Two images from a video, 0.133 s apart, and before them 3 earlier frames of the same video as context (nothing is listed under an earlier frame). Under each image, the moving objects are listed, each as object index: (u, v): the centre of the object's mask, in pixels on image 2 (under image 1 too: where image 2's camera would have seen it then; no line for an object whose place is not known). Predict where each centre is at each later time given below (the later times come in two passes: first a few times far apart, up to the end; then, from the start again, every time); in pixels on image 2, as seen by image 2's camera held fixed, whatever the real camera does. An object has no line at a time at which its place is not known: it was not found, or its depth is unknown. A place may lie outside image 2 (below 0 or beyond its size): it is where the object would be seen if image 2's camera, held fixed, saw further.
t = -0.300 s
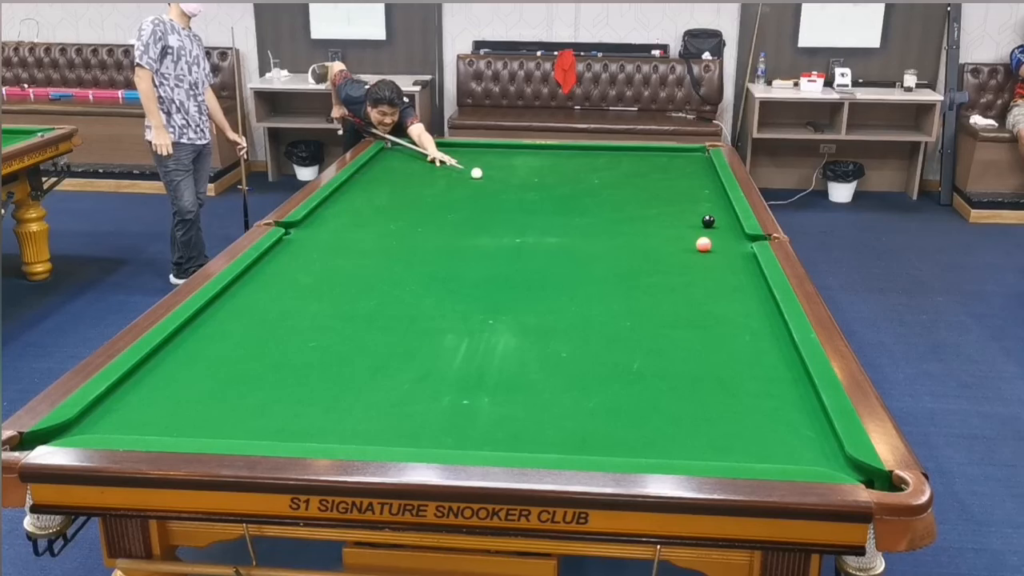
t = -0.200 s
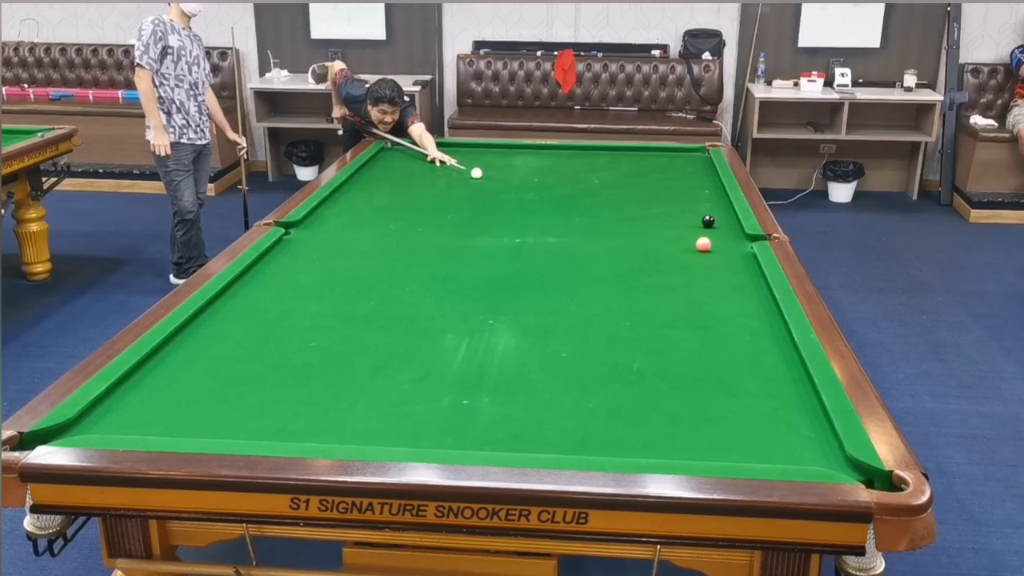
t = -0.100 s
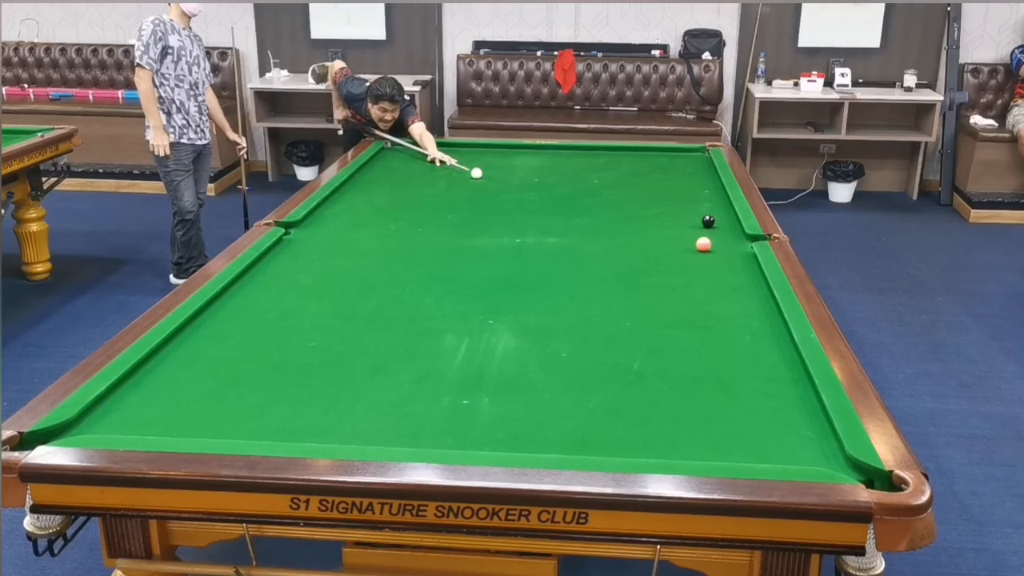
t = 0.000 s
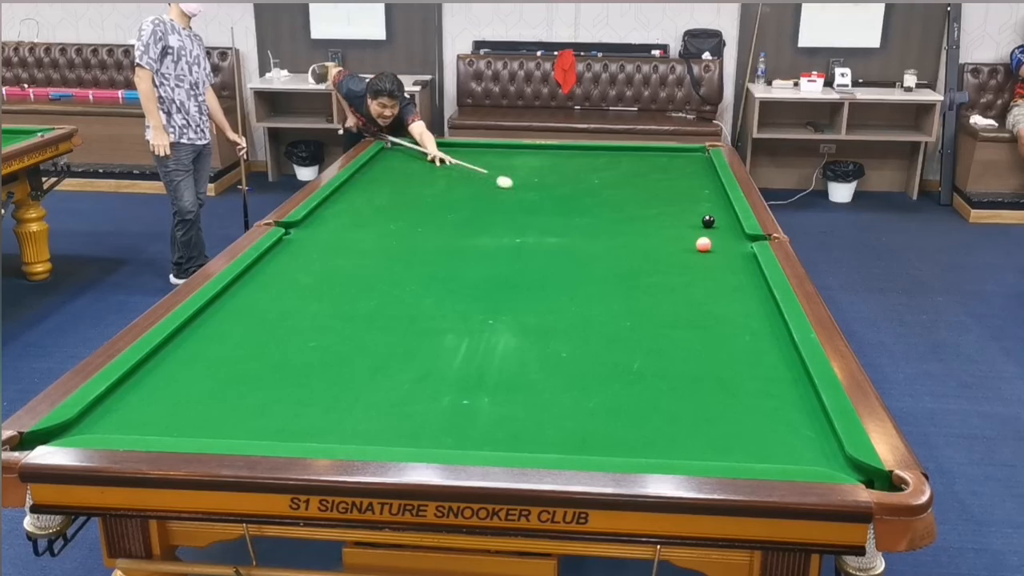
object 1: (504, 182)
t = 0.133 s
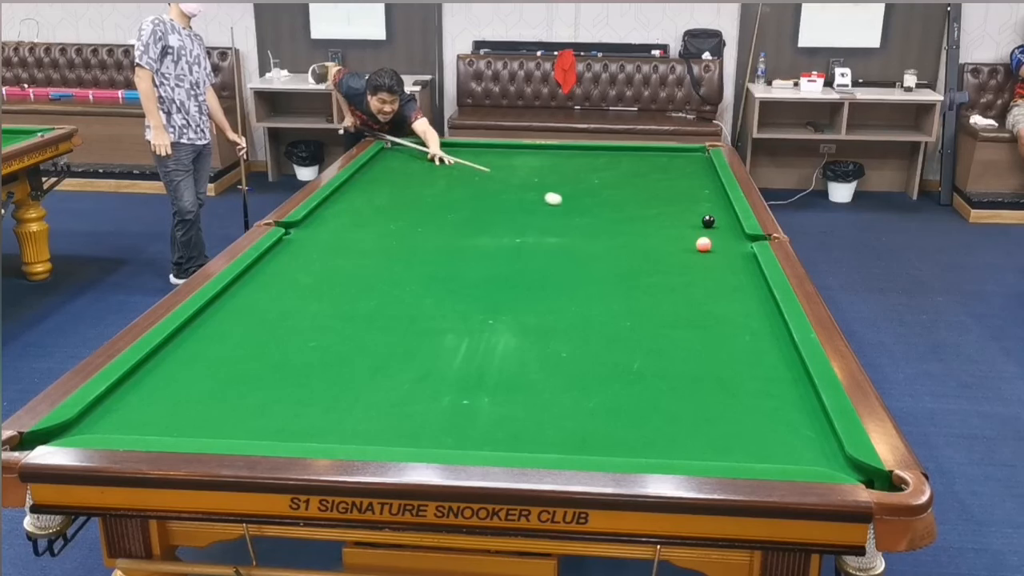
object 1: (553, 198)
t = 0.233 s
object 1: (590, 211)
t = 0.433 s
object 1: (674, 239)
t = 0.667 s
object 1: (746, 281)
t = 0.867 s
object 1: (749, 318)
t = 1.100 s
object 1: (726, 367)
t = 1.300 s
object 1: (702, 421)
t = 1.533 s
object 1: (653, 430)
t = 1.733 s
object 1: (606, 388)
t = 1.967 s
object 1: (561, 348)
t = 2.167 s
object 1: (529, 319)
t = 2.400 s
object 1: (498, 291)
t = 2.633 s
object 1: (471, 267)
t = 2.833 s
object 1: (451, 249)
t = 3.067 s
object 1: (430, 231)
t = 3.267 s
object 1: (414, 218)
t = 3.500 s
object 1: (398, 203)
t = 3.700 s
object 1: (385, 192)
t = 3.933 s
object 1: (372, 181)
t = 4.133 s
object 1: (361, 172)
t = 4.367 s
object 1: (377, 166)
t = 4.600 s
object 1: (395, 160)
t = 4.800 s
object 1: (409, 155)
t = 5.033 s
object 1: (424, 150)
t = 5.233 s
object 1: (437, 146)
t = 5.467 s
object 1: (447, 145)
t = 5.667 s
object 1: (453, 148)
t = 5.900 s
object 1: (460, 152)
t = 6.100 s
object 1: (465, 155)
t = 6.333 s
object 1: (471, 158)
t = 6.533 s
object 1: (477, 161)
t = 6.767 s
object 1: (483, 164)
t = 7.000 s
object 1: (489, 167)
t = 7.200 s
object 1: (494, 170)
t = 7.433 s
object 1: (499, 172)
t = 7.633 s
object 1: (504, 175)
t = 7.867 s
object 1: (509, 177)
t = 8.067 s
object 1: (512, 179)
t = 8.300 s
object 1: (516, 181)
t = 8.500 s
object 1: (519, 183)
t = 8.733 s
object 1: (523, 185)
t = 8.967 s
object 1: (526, 187)
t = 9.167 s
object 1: (528, 188)
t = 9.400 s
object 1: (530, 189)
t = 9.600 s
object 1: (532, 190)
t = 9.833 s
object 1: (534, 191)
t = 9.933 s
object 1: (534, 191)
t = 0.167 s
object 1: (565, 203)
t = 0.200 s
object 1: (577, 207)
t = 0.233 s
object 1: (590, 211)
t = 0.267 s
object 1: (603, 215)
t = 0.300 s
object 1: (616, 220)
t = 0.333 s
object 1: (630, 224)
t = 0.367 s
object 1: (644, 229)
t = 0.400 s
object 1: (659, 234)
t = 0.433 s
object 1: (674, 239)
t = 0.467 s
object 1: (689, 244)
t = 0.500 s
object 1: (697, 250)
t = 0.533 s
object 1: (705, 256)
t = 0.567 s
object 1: (714, 262)
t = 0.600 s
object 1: (725, 268)
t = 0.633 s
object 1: (735, 275)
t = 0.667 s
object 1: (746, 281)
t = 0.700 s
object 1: (758, 288)
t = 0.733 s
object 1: (764, 295)
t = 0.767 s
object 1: (760, 301)
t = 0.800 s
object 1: (755, 306)
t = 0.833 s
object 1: (752, 312)
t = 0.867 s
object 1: (749, 318)
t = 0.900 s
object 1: (746, 325)
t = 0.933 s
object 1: (743, 331)
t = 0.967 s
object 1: (740, 338)
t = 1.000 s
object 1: (737, 345)
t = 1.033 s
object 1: (733, 352)
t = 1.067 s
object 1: (730, 360)
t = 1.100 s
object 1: (726, 367)
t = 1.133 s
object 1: (723, 376)
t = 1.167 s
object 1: (719, 384)
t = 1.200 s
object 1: (715, 393)
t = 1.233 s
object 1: (711, 402)
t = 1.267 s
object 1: (706, 411)
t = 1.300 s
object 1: (702, 421)
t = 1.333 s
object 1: (698, 430)
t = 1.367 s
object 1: (693, 441)
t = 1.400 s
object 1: (688, 450)
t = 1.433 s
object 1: (681, 454)
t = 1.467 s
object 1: (671, 448)
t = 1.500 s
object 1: (662, 439)
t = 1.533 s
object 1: (653, 430)
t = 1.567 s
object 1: (644, 422)
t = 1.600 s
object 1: (636, 415)
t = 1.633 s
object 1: (628, 408)
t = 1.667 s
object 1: (620, 401)
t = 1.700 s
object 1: (613, 394)
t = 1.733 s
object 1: (606, 388)
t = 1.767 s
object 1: (599, 382)
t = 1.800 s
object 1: (592, 376)
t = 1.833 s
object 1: (585, 370)
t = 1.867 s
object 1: (579, 364)
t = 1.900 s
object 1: (573, 358)
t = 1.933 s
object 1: (567, 353)
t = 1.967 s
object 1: (561, 348)
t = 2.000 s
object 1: (555, 343)
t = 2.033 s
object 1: (550, 338)
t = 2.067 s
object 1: (545, 333)
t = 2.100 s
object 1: (540, 328)
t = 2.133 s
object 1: (534, 324)
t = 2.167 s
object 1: (529, 319)
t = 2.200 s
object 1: (525, 315)
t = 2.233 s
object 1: (520, 311)
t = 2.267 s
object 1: (515, 307)
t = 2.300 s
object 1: (511, 303)
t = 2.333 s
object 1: (506, 299)
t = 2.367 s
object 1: (502, 295)
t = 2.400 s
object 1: (498, 291)
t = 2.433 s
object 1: (494, 287)
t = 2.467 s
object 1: (490, 284)
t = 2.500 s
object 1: (486, 280)
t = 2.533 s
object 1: (482, 277)
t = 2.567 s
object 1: (478, 274)
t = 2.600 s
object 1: (475, 270)
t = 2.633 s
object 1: (471, 267)
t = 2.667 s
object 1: (467, 264)
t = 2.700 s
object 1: (464, 261)
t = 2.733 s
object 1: (460, 258)
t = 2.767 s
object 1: (457, 255)
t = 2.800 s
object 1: (454, 252)
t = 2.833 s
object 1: (451, 249)
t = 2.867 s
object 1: (447, 247)
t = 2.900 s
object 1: (445, 244)
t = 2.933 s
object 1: (441, 241)
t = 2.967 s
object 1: (438, 239)
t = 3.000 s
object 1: (435, 236)
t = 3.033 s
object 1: (433, 234)
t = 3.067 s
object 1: (430, 231)
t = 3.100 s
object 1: (427, 229)
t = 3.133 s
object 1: (424, 227)
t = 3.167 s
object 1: (422, 224)
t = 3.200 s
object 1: (419, 222)
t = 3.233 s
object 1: (417, 220)
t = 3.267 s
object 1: (414, 218)
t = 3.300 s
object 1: (412, 216)
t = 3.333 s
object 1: (409, 213)
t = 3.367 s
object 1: (407, 211)
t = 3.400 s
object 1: (404, 209)
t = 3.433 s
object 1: (402, 207)
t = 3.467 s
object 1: (400, 205)
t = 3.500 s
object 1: (398, 203)
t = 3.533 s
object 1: (395, 201)
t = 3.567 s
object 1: (393, 200)
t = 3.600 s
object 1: (391, 198)
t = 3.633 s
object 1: (389, 196)
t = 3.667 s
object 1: (387, 194)
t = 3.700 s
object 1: (385, 192)
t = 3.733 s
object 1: (383, 191)
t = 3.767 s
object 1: (381, 189)
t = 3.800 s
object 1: (379, 188)
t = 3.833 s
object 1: (377, 186)
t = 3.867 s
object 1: (375, 184)
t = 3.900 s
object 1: (373, 183)
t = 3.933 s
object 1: (372, 181)
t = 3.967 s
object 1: (370, 180)
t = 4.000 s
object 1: (368, 178)
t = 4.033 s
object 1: (366, 177)
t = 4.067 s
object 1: (364, 175)
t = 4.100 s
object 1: (363, 174)
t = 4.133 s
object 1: (361, 172)
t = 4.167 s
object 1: (360, 171)
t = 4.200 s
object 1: (363, 170)
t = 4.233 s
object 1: (366, 169)
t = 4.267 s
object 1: (369, 168)
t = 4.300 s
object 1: (371, 167)
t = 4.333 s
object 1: (374, 166)
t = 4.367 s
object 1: (377, 166)
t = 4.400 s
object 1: (379, 165)
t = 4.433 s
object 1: (382, 164)
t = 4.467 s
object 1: (385, 163)
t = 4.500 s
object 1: (387, 162)
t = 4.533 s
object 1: (390, 161)
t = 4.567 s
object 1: (392, 160)
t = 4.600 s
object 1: (395, 160)
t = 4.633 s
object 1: (397, 159)
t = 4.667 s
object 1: (400, 158)
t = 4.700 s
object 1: (402, 157)
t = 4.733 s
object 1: (405, 157)
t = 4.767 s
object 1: (407, 156)
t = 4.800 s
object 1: (409, 155)
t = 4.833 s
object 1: (411, 154)
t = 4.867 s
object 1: (414, 154)
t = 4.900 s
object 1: (416, 153)
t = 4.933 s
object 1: (418, 152)
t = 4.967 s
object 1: (421, 152)
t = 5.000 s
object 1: (422, 151)
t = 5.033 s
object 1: (424, 150)
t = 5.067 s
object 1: (427, 149)
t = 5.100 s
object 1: (429, 149)
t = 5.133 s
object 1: (431, 148)
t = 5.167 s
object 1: (433, 147)
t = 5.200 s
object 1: (435, 147)
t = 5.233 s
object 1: (437, 146)
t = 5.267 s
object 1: (439, 145)
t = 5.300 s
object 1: (441, 145)
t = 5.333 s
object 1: (443, 144)
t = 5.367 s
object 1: (444, 144)
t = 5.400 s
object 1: (445, 144)
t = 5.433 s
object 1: (446, 145)
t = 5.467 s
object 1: (447, 145)
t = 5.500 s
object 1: (448, 146)
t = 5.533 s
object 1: (449, 146)
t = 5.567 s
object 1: (450, 147)
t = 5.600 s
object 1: (451, 147)
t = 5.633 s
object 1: (452, 148)
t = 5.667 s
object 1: (453, 148)
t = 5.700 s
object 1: (454, 149)
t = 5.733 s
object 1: (455, 149)
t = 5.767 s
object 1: (456, 150)
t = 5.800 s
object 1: (457, 151)
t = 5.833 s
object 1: (458, 151)
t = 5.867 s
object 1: (459, 151)
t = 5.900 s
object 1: (460, 152)
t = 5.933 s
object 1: (460, 152)
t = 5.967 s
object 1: (462, 153)
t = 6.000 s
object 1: (462, 153)
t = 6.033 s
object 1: (463, 154)
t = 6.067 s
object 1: (464, 154)
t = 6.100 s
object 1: (465, 155)
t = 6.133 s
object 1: (466, 155)
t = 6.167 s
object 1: (467, 156)
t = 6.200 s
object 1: (468, 156)
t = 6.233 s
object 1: (469, 157)
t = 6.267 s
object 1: (470, 157)
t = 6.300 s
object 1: (471, 158)
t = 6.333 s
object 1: (471, 158)
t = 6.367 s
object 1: (472, 159)
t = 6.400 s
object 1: (473, 159)
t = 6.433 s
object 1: (474, 160)
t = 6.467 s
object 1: (475, 160)
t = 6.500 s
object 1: (476, 160)
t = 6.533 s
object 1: (477, 161)
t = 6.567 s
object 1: (478, 161)
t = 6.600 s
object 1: (479, 162)
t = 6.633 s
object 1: (479, 162)
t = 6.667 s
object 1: (480, 163)
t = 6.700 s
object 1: (481, 163)
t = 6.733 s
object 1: (482, 164)
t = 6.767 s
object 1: (483, 164)
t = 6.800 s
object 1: (484, 165)
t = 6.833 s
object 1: (485, 165)
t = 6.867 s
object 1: (486, 165)
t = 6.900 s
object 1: (487, 166)
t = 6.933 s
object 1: (487, 166)
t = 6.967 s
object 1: (488, 167)
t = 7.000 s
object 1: (489, 167)
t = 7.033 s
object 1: (490, 167)
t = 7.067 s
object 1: (491, 168)
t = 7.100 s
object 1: (491, 169)
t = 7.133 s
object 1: (492, 169)
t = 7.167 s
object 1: (493, 169)
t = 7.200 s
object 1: (494, 170)
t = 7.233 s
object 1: (495, 170)
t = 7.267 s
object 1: (495, 171)
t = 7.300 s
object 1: (496, 171)
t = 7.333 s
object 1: (497, 171)
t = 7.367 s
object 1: (498, 172)
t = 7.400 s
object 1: (499, 172)
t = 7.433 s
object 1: (499, 172)
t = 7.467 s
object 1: (500, 173)
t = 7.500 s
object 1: (501, 173)
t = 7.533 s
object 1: (502, 174)
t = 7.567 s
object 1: (502, 174)
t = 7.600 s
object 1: (503, 174)
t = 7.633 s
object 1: (504, 175)
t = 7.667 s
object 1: (505, 175)
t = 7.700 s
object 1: (505, 175)
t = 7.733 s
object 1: (506, 176)
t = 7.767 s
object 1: (506, 176)
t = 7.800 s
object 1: (507, 177)
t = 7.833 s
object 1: (508, 177)
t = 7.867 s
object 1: (509, 177)
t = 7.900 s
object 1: (509, 178)
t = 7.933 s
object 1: (510, 178)
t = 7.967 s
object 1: (510, 178)
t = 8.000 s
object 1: (511, 179)
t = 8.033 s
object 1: (512, 179)
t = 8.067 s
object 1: (512, 179)
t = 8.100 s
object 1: (513, 179)
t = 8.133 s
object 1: (513, 180)
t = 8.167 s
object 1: (514, 180)
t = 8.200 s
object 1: (515, 181)
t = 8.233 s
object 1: (515, 181)
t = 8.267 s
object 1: (516, 181)
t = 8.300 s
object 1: (516, 181)
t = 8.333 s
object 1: (517, 182)
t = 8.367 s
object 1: (517, 182)
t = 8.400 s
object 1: (518, 182)
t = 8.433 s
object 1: (518, 182)
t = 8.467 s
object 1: (519, 183)
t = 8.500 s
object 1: (519, 183)
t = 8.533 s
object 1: (520, 183)
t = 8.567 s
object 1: (520, 184)
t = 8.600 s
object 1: (521, 184)
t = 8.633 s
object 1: (521, 184)
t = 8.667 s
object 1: (522, 184)
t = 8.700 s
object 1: (522, 185)
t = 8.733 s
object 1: (523, 185)
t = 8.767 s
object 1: (523, 185)
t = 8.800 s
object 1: (523, 185)
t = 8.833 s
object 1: (524, 186)
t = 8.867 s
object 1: (524, 186)
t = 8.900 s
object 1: (525, 186)
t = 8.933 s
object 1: (525, 186)
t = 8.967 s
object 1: (526, 187)
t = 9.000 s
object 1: (526, 187)
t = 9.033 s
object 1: (526, 187)
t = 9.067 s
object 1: (527, 187)
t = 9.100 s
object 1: (527, 188)
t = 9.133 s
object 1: (527, 188)
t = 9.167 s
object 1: (528, 188)
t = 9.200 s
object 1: (528, 188)
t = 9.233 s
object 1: (528, 188)
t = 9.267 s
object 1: (529, 188)
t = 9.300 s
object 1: (529, 189)
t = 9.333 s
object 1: (529, 189)
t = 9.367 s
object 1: (530, 189)
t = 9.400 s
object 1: (530, 189)
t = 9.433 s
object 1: (530, 189)
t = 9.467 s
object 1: (531, 189)
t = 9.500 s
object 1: (531, 189)
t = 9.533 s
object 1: (531, 190)
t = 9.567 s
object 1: (532, 190)
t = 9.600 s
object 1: (532, 190)
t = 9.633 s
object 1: (532, 190)
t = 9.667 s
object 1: (532, 190)
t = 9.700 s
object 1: (533, 190)
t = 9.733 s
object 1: (533, 190)
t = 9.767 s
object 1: (533, 190)
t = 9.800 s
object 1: (533, 191)
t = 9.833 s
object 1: (534, 191)
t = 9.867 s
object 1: (534, 191)
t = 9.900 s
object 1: (534, 191)
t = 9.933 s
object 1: (534, 191)
